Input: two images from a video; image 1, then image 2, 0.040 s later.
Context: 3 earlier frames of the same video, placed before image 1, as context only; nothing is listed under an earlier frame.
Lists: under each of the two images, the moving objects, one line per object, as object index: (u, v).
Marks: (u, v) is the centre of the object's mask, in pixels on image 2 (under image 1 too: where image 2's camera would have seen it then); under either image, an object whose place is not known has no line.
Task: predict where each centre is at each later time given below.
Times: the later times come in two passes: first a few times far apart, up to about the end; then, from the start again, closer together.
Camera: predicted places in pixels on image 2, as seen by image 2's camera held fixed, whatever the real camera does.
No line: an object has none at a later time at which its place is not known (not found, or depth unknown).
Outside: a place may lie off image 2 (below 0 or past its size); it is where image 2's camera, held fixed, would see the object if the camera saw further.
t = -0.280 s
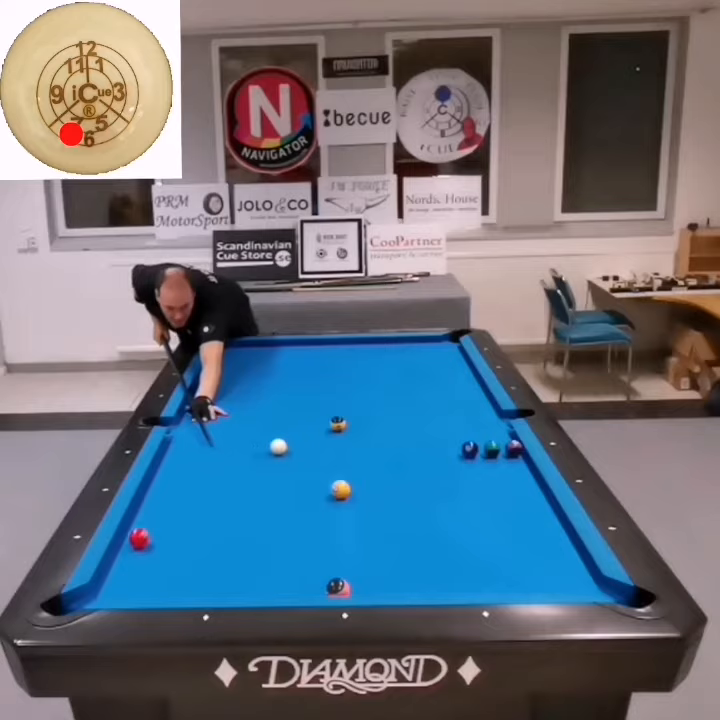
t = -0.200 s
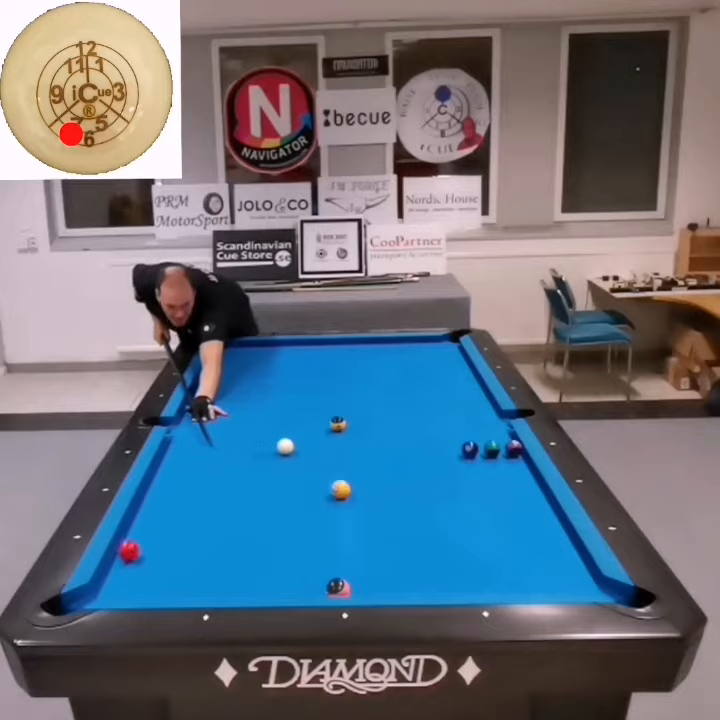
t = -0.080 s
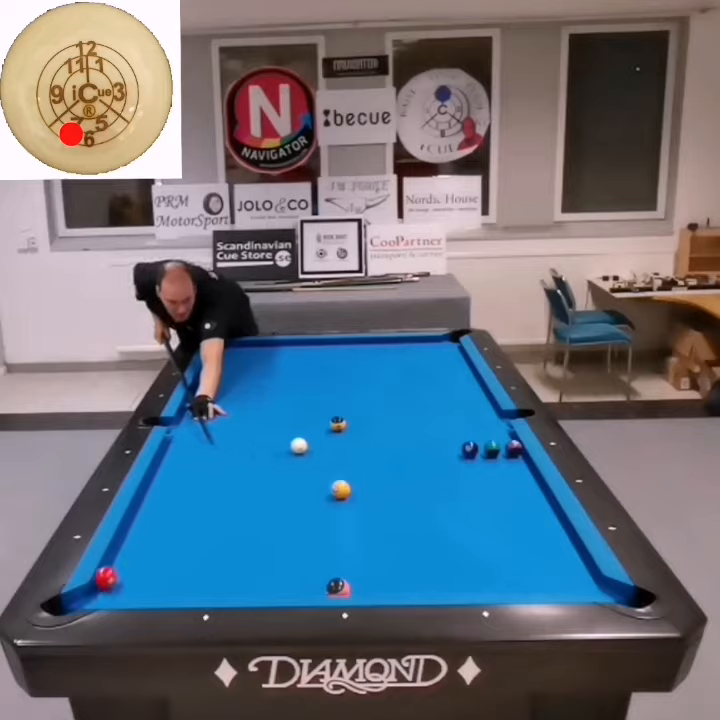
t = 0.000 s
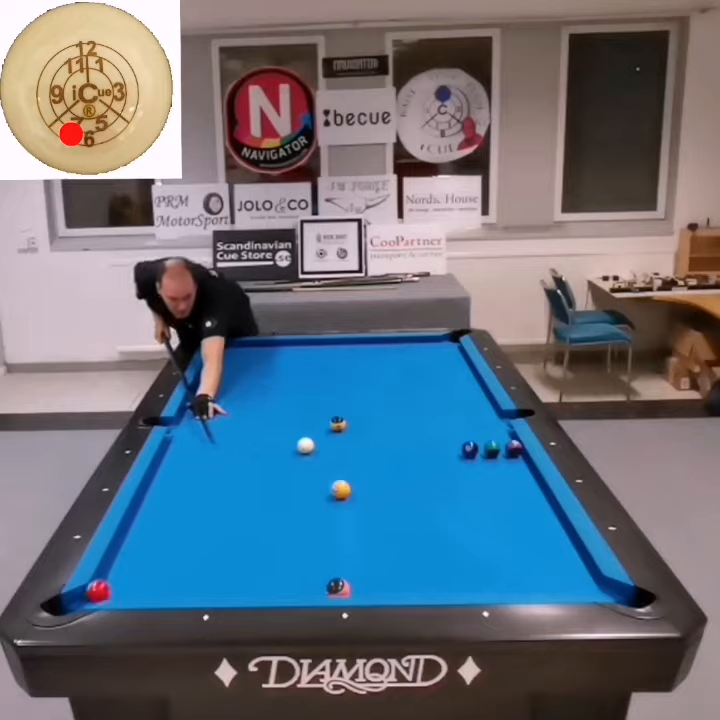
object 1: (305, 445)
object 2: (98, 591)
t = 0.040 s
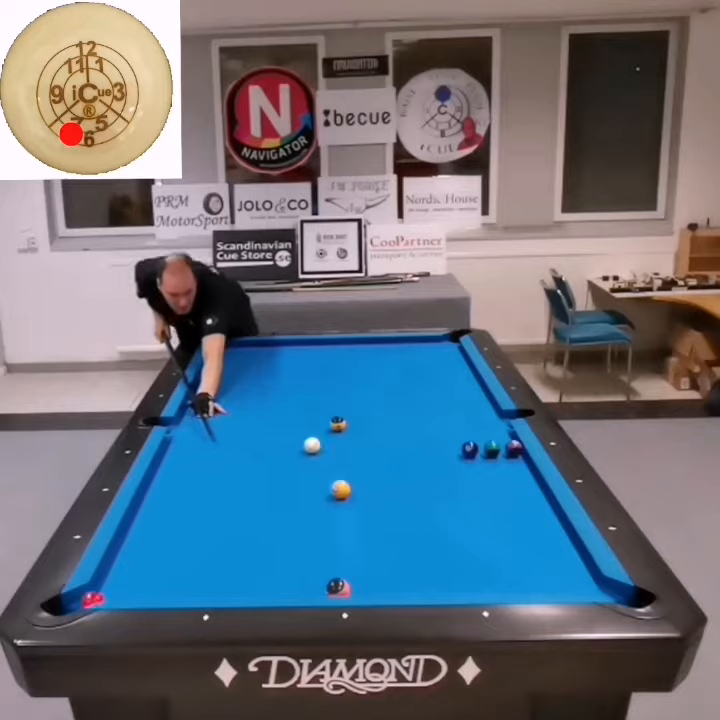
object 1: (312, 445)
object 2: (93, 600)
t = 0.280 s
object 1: (331, 445)
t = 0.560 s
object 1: (354, 444)
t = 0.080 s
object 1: (313, 445)
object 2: (90, 600)
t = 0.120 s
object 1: (318, 445)
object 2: (81, 605)
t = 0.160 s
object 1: (320, 445)
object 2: (77, 608)
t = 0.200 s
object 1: (323, 445)
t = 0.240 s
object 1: (329, 445)
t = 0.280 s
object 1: (331, 445)
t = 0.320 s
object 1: (335, 444)
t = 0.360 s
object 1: (338, 444)
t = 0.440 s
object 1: (347, 444)
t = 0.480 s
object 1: (350, 444)
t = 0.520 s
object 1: (352, 444)
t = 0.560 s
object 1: (354, 444)
